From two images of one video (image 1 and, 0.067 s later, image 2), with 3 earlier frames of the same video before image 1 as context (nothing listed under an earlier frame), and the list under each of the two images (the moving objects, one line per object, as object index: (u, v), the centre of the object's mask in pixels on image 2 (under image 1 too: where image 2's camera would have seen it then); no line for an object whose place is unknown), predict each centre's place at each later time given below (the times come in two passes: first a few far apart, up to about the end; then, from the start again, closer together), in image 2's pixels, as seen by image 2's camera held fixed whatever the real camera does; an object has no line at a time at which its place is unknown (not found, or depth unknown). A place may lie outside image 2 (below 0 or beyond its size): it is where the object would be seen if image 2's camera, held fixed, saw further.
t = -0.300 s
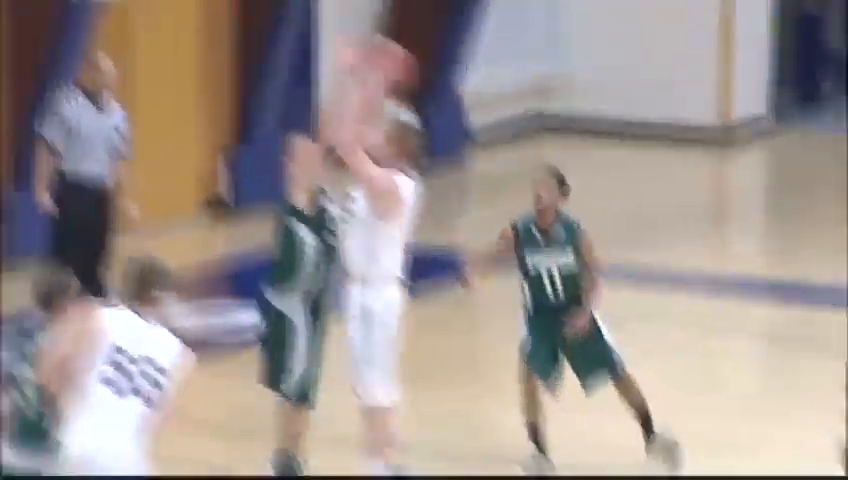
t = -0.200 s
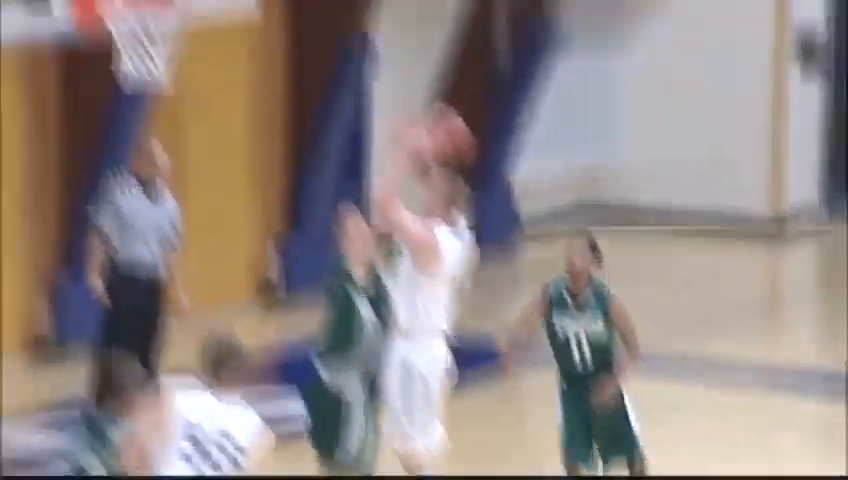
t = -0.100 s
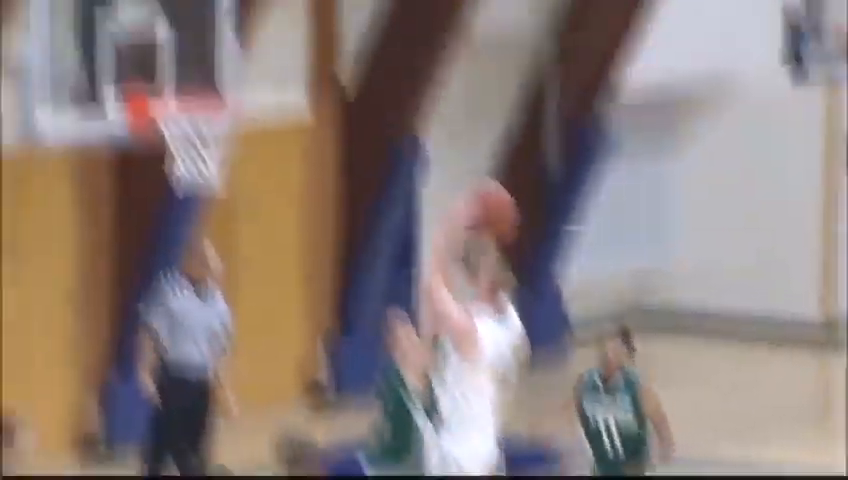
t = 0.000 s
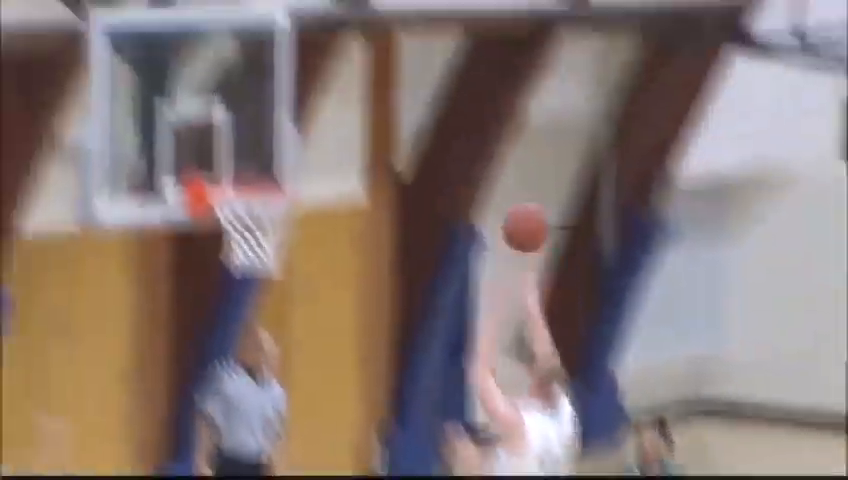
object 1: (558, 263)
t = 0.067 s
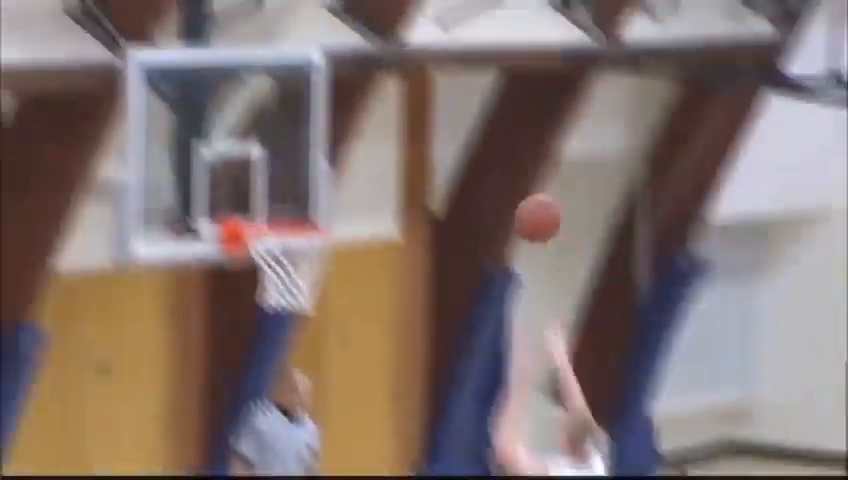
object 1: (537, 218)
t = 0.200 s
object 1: (498, 157)
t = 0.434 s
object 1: (421, 127)
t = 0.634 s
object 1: (357, 182)
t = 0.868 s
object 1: (337, 181)
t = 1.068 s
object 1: (337, 205)
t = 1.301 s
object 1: (361, 245)
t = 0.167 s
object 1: (508, 170)
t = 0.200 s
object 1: (498, 157)
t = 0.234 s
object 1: (487, 146)
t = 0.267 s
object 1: (476, 137)
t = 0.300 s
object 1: (465, 130)
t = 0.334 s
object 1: (453, 125)
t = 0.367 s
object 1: (442, 123)
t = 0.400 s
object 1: (432, 122)
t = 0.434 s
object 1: (421, 127)
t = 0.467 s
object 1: (411, 130)
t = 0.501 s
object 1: (400, 136)
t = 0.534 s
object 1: (390, 145)
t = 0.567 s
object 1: (379, 154)
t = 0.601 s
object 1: (368, 168)
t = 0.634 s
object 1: (357, 182)
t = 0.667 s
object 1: (346, 197)
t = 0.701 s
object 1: (337, 213)
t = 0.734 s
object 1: (336, 206)
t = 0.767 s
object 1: (336, 196)
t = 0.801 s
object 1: (336, 189)
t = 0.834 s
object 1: (336, 184)
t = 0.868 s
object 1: (337, 181)
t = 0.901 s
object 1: (337, 180)
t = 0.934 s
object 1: (337, 181)
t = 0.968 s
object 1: (337, 183)
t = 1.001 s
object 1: (337, 188)
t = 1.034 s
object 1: (337, 195)
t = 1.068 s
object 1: (337, 205)
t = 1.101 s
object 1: (337, 214)
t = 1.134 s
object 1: (341, 214)
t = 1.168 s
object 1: (346, 217)
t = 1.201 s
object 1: (350, 221)
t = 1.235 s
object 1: (354, 227)
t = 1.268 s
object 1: (358, 235)
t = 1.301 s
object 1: (361, 245)
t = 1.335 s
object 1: (366, 258)
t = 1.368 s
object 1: (369, 271)
